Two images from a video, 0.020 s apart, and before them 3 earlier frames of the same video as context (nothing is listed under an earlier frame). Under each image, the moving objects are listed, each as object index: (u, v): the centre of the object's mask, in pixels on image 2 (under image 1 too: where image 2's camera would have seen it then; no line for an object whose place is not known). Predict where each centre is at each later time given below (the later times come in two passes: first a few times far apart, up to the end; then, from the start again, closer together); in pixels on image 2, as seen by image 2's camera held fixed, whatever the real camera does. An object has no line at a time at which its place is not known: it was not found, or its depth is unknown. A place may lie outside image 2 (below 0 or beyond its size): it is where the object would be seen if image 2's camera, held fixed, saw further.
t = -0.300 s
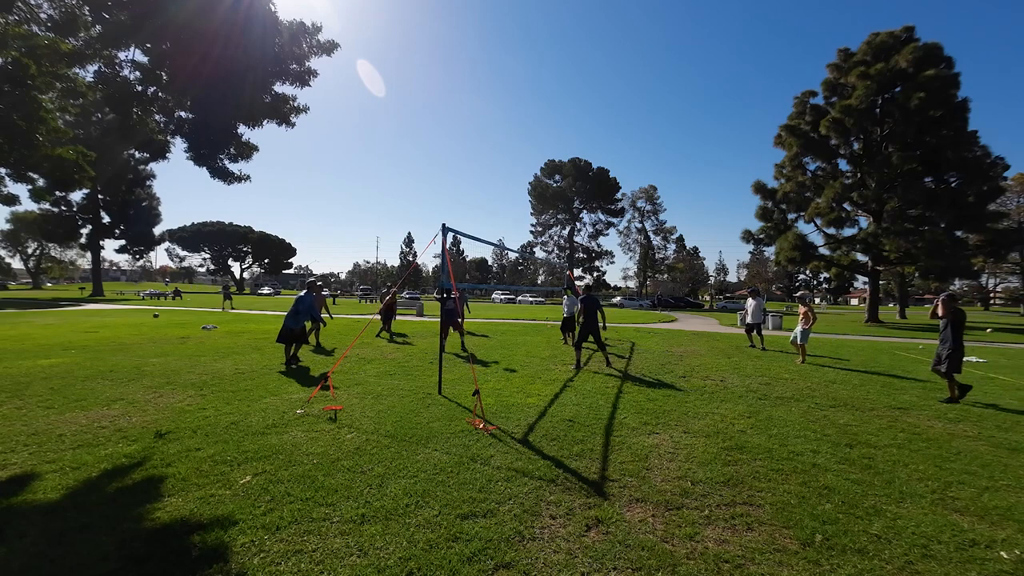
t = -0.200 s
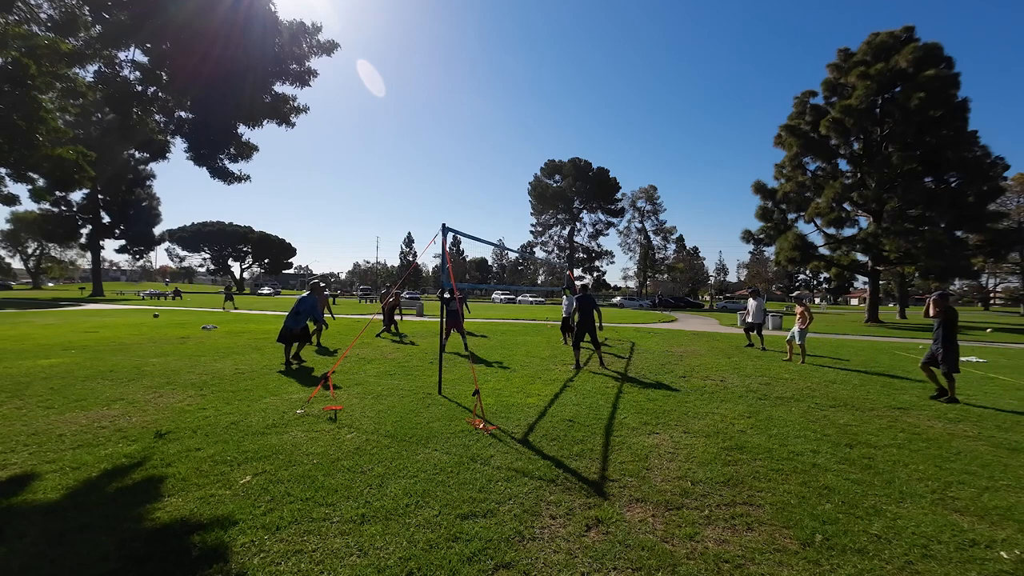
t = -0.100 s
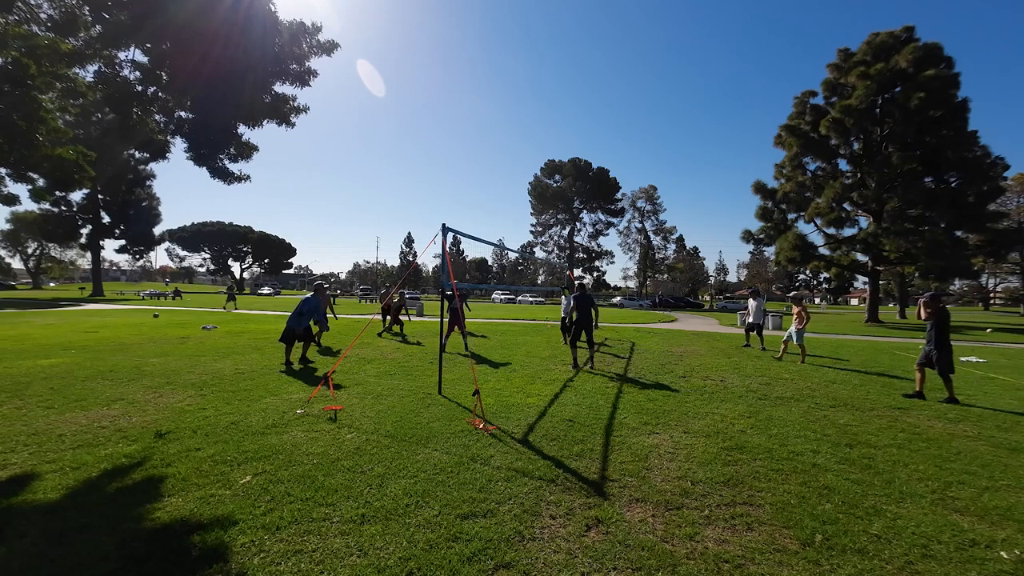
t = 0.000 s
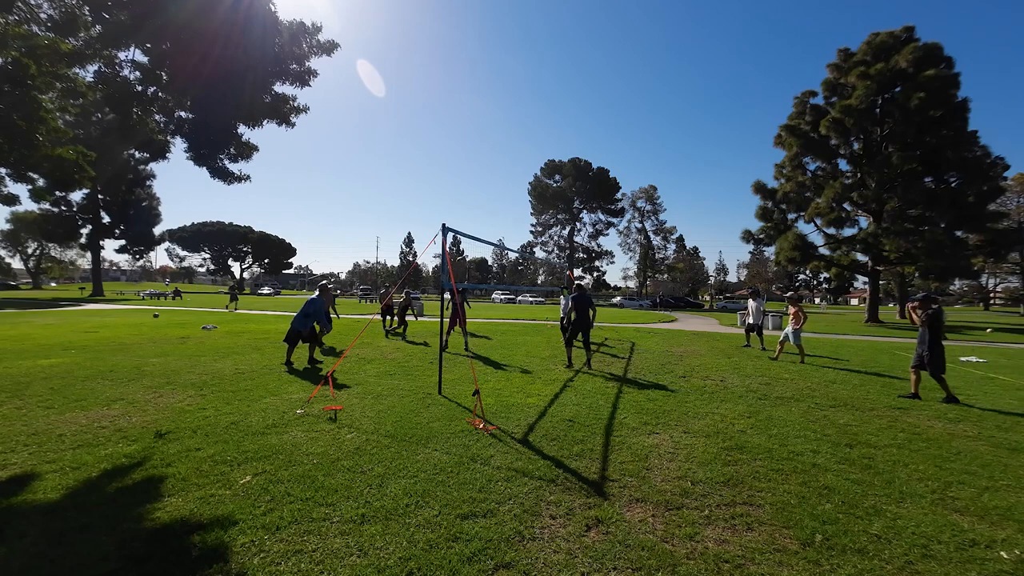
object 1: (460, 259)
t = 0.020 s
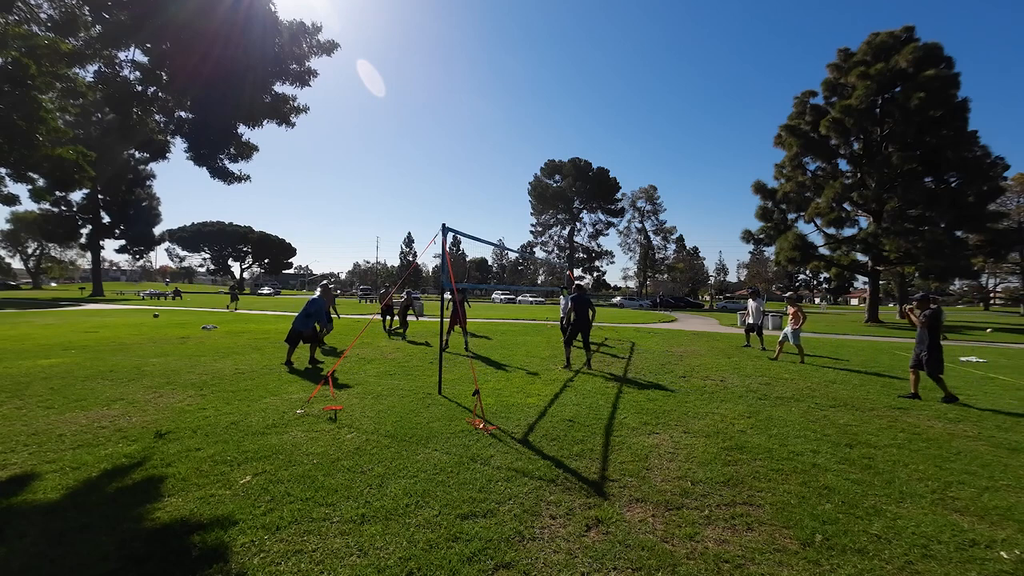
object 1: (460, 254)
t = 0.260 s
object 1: (474, 200)
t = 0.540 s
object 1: (486, 173)
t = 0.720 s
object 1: (493, 171)
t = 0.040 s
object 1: (463, 250)
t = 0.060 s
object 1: (464, 245)
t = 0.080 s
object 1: (465, 240)
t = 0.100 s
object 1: (466, 234)
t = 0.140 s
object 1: (468, 225)
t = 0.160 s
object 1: (469, 220)
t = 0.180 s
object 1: (470, 216)
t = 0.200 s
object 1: (471, 212)
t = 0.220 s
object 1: (472, 209)
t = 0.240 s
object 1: (473, 203)
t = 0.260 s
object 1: (474, 200)
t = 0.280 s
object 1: (475, 198)
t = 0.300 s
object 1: (476, 195)
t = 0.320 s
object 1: (477, 192)
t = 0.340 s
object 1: (478, 190)
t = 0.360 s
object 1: (479, 187)
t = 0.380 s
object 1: (480, 185)
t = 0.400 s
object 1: (480, 183)
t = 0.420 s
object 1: (481, 181)
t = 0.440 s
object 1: (482, 179)
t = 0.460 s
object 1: (483, 178)
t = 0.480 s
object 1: (484, 176)
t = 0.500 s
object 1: (485, 175)
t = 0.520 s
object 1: (485, 174)
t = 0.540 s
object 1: (486, 173)
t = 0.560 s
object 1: (487, 172)
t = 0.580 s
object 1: (488, 171)
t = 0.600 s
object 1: (489, 171)
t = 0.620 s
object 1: (490, 171)
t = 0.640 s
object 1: (490, 170)
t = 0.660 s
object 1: (491, 170)
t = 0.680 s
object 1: (492, 170)
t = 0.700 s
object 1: (493, 170)
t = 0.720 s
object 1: (493, 171)
